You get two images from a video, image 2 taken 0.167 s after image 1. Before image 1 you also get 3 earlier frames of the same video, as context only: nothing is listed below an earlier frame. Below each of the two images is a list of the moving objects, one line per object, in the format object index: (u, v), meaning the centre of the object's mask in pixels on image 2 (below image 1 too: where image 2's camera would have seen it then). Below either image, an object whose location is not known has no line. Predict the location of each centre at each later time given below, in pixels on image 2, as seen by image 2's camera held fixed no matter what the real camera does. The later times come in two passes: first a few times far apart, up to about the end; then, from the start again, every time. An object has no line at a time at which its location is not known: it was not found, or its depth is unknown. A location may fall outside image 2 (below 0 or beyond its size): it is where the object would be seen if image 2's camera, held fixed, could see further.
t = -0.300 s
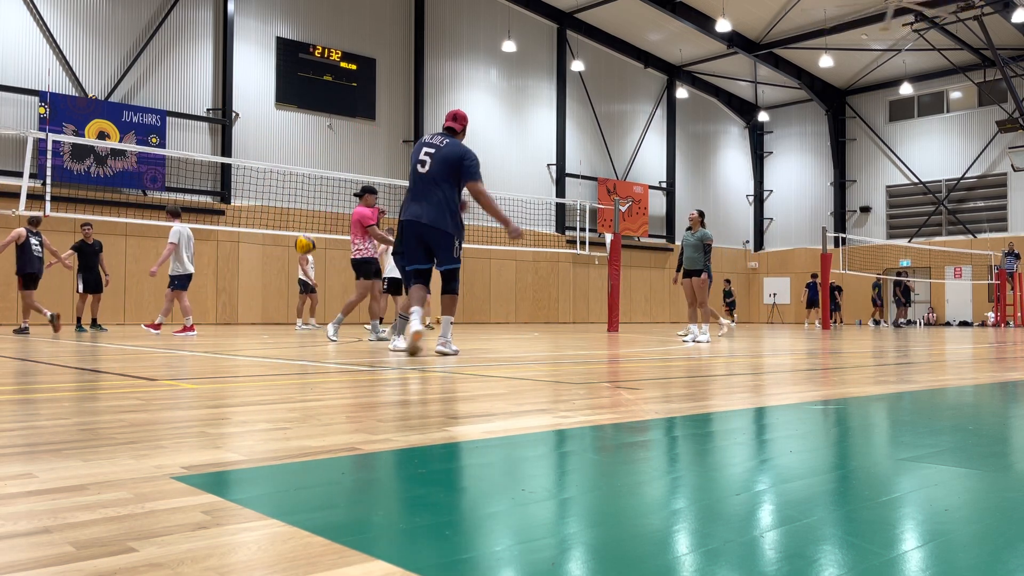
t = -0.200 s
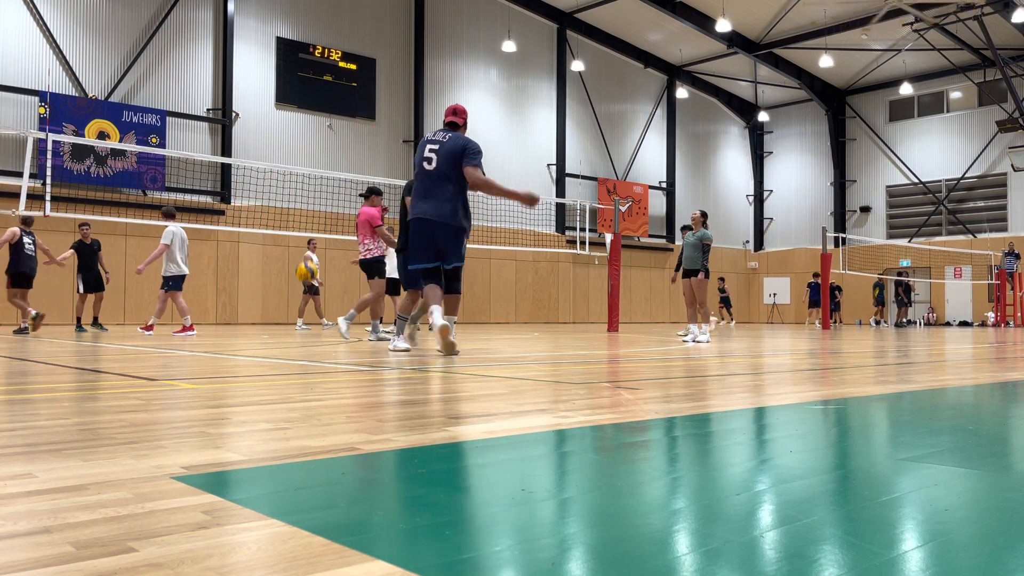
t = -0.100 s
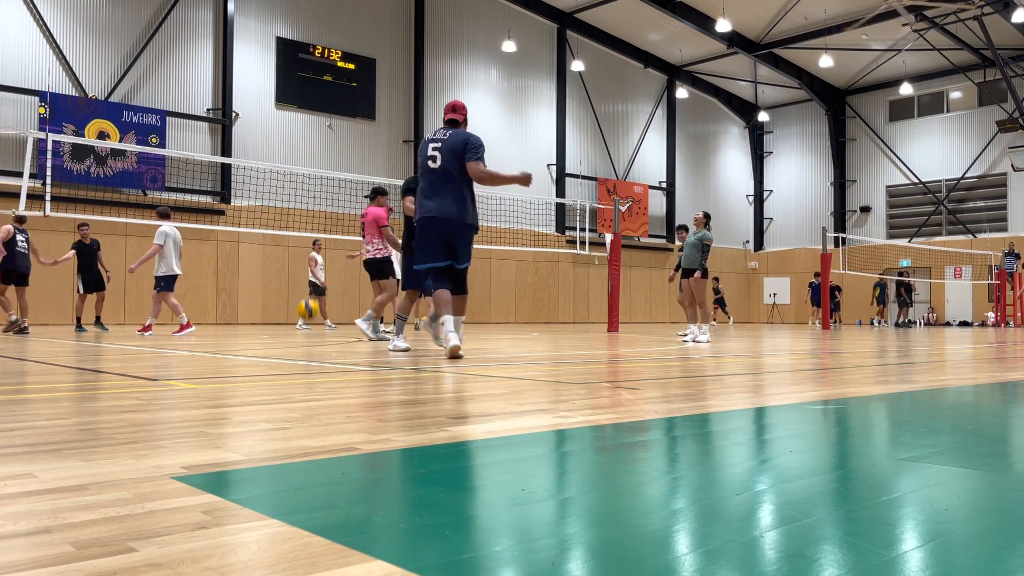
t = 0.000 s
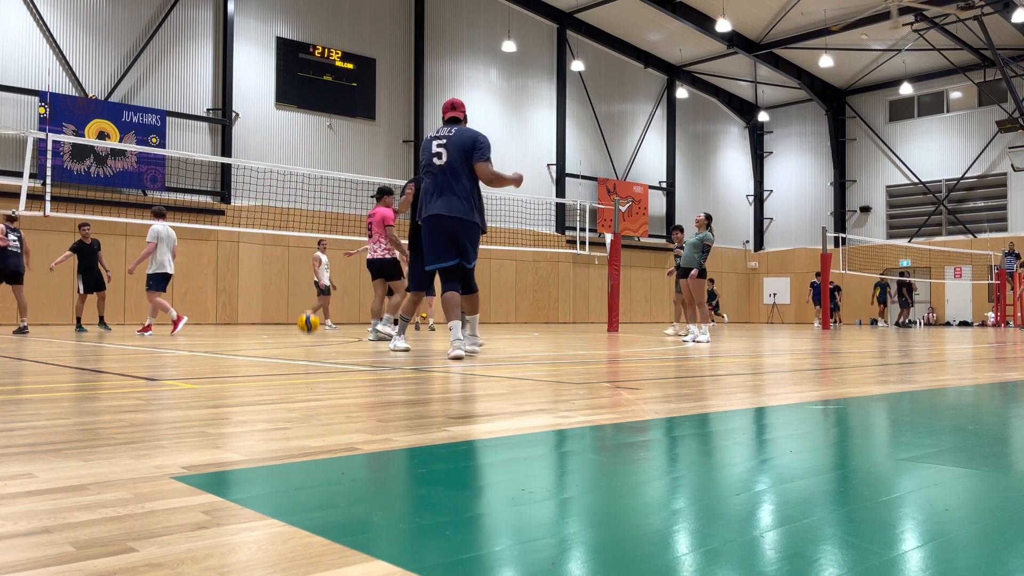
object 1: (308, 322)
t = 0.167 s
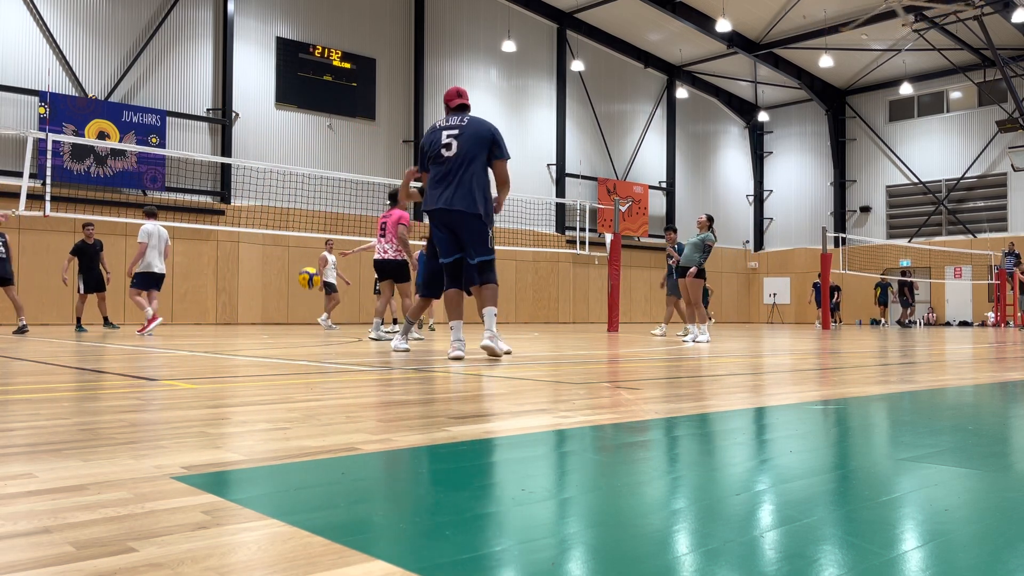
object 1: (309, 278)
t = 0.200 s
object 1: (309, 272)
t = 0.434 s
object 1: (309, 265)
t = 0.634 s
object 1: (308, 299)
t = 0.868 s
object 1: (307, 304)
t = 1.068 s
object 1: (305, 286)
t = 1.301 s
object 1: (303, 314)
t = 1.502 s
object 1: (300, 312)
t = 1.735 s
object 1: (298, 305)
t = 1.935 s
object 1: (295, 332)
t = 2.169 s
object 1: (292, 312)
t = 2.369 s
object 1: (287, 334)
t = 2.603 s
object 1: (283, 320)
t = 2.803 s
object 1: (277, 328)
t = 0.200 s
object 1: (309, 272)
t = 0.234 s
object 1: (309, 268)
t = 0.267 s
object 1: (309, 265)
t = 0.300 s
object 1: (309, 263)
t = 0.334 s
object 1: (309, 261)
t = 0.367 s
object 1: (309, 261)
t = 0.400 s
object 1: (309, 262)
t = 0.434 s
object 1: (309, 265)
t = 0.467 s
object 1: (309, 267)
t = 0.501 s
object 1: (309, 271)
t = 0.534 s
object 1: (309, 277)
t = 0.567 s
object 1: (309, 284)
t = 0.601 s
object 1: (308, 291)
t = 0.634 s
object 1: (308, 299)
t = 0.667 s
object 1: (308, 309)
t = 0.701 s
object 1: (308, 320)
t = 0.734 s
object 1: (307, 333)
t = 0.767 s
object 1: (307, 329)
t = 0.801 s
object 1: (307, 320)
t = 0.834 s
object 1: (307, 311)
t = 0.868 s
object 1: (307, 304)
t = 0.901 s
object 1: (307, 298)
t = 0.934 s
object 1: (307, 294)
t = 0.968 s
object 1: (306, 290)
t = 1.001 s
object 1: (306, 288)
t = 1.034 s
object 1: (306, 286)
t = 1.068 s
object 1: (305, 286)
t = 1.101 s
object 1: (305, 287)
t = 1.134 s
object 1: (305, 288)
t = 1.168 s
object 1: (304, 291)
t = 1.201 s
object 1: (304, 295)
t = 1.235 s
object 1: (304, 300)
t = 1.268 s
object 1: (303, 307)
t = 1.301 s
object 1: (303, 314)
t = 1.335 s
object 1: (302, 322)
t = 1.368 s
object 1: (301, 332)
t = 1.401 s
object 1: (301, 332)
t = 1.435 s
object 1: (301, 324)
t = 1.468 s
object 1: (301, 318)
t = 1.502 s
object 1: (300, 312)
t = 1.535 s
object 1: (300, 307)
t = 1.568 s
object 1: (300, 304)
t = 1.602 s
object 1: (300, 302)
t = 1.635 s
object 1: (299, 302)
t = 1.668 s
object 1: (299, 302)
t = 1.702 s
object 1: (299, 303)
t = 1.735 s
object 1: (298, 305)
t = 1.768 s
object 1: (298, 309)
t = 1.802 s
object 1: (297, 313)
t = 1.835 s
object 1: (297, 319)
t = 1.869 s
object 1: (296, 327)
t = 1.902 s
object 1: (296, 335)
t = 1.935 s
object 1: (295, 332)
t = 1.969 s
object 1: (295, 325)
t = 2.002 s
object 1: (295, 320)
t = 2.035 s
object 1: (294, 317)
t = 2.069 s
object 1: (294, 314)
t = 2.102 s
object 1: (293, 312)
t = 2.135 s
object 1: (292, 312)
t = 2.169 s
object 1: (292, 312)
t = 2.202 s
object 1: (291, 314)
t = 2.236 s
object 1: (291, 317)
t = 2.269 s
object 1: (290, 321)
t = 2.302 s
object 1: (289, 327)
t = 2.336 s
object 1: (288, 334)
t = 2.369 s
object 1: (287, 334)
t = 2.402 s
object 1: (287, 329)
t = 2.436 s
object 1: (286, 325)
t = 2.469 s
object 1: (285, 322)
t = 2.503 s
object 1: (285, 319)
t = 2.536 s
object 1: (284, 319)
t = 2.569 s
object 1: (283, 319)
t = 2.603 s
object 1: (283, 320)
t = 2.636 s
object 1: (282, 323)
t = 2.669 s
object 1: (281, 327)
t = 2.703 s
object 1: (280, 333)
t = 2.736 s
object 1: (279, 337)
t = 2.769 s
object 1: (278, 332)
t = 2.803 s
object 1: (277, 328)
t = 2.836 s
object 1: (276, 326)
